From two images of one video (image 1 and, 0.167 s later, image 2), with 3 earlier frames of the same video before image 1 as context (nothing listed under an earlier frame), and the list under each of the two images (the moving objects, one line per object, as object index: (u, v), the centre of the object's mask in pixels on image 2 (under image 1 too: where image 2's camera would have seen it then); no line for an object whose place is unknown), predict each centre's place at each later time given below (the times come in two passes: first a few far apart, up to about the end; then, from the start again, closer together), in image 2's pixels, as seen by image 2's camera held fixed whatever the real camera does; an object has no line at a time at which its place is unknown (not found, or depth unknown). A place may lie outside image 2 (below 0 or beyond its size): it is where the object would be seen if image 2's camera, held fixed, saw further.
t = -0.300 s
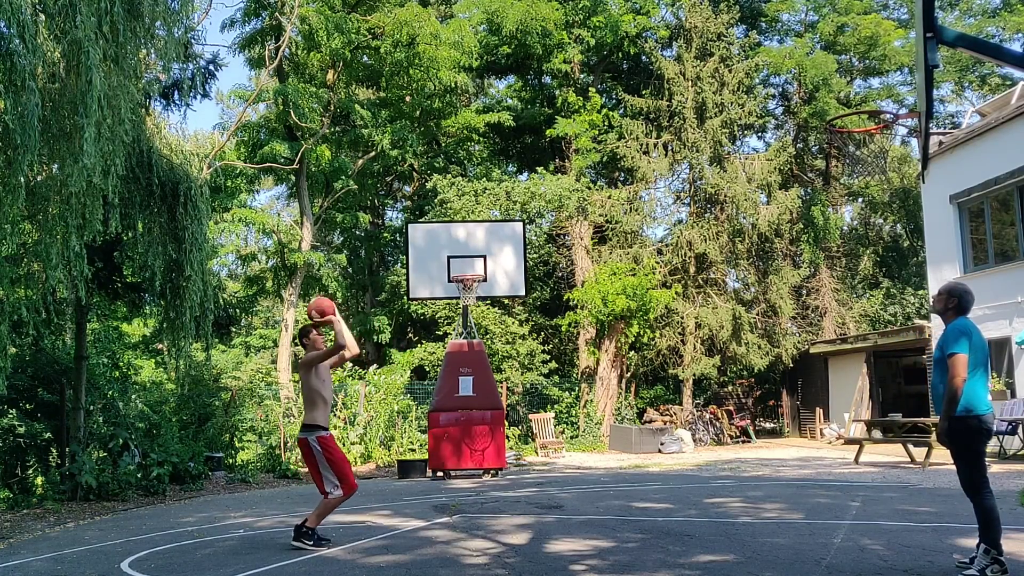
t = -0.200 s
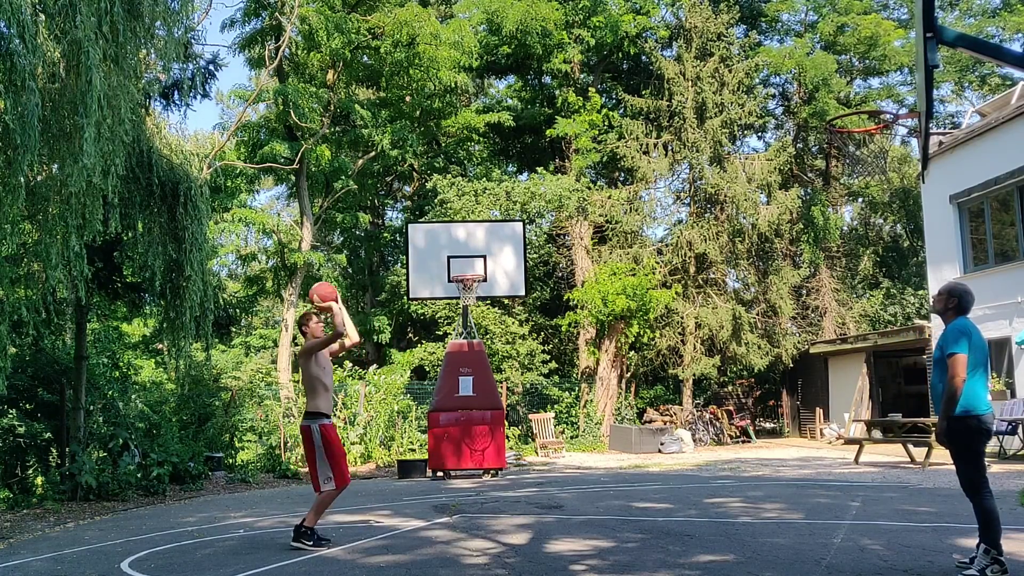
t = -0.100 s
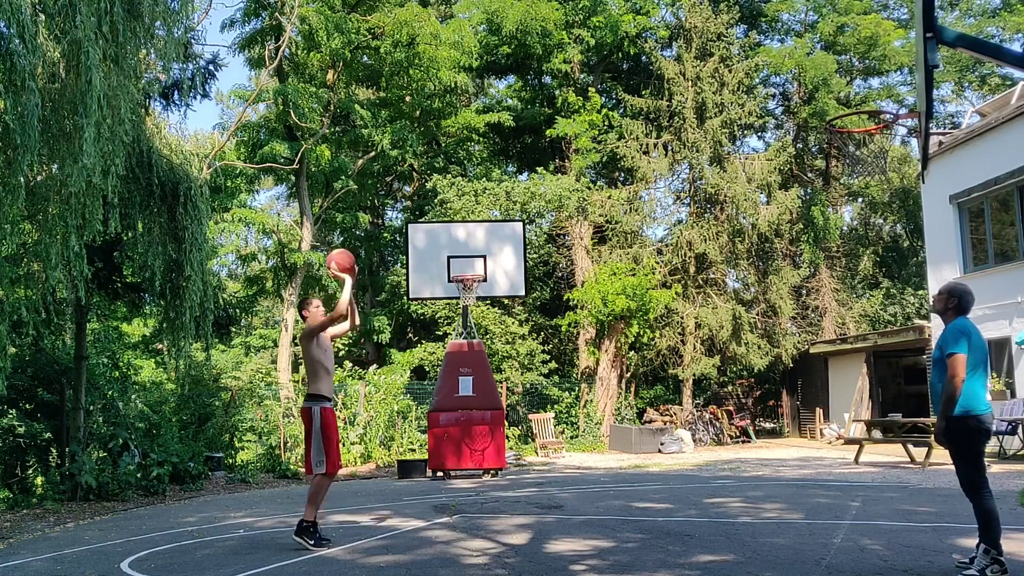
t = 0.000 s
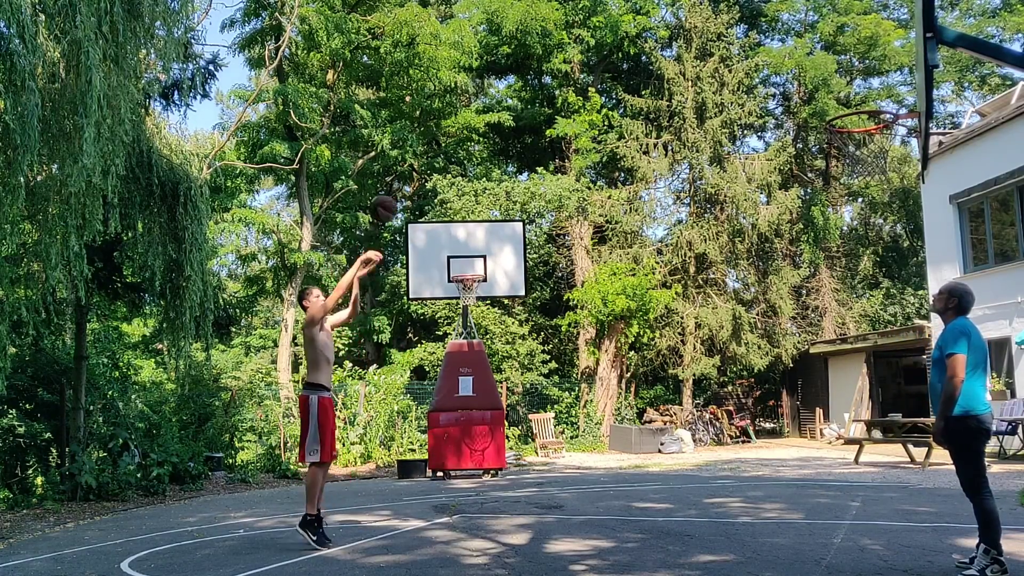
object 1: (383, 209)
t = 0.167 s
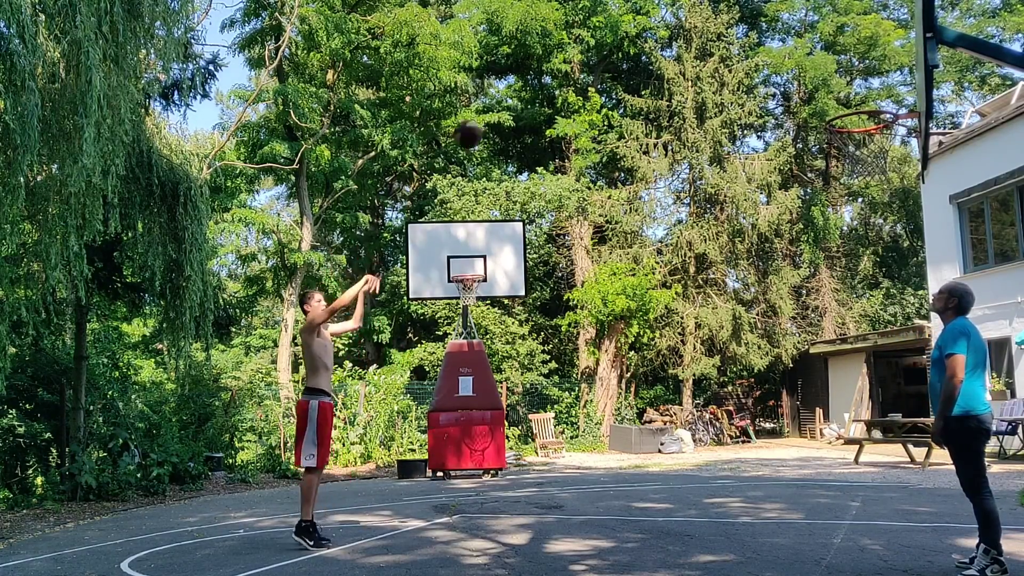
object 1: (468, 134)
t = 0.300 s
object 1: (539, 93)
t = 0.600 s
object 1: (716, 75)
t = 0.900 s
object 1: (870, 94)
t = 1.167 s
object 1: (859, 105)
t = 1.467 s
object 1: (861, 123)
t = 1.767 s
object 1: (888, 173)
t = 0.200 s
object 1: (485, 123)
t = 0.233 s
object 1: (503, 112)
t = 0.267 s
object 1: (521, 102)
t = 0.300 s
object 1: (539, 93)
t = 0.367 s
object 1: (577, 81)
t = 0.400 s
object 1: (596, 77)
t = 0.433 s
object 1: (615, 72)
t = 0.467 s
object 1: (634, 71)
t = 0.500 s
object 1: (654, 70)
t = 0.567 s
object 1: (695, 72)
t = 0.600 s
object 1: (716, 75)
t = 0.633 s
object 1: (738, 80)
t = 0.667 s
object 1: (760, 86)
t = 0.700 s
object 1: (782, 93)
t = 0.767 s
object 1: (828, 112)
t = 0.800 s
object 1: (838, 108)
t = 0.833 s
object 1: (849, 102)
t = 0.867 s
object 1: (859, 97)
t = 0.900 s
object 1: (870, 94)
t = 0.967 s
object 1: (893, 93)
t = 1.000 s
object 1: (898, 93)
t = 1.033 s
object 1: (889, 93)
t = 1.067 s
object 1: (881, 93)
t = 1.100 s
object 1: (873, 95)
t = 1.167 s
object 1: (859, 105)
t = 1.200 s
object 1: (850, 111)
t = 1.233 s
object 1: (846, 115)
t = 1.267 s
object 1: (847, 112)
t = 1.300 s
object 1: (847, 112)
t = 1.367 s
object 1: (848, 114)
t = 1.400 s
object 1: (849, 117)
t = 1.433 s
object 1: (855, 119)
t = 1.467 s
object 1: (861, 123)
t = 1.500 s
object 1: (867, 128)
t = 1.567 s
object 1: (879, 141)
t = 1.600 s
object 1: (884, 147)
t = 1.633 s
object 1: (887, 152)
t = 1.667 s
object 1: (888, 156)
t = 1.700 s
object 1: (888, 160)
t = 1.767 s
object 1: (888, 173)
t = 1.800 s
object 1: (887, 181)
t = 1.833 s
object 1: (887, 191)
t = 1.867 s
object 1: (888, 203)
